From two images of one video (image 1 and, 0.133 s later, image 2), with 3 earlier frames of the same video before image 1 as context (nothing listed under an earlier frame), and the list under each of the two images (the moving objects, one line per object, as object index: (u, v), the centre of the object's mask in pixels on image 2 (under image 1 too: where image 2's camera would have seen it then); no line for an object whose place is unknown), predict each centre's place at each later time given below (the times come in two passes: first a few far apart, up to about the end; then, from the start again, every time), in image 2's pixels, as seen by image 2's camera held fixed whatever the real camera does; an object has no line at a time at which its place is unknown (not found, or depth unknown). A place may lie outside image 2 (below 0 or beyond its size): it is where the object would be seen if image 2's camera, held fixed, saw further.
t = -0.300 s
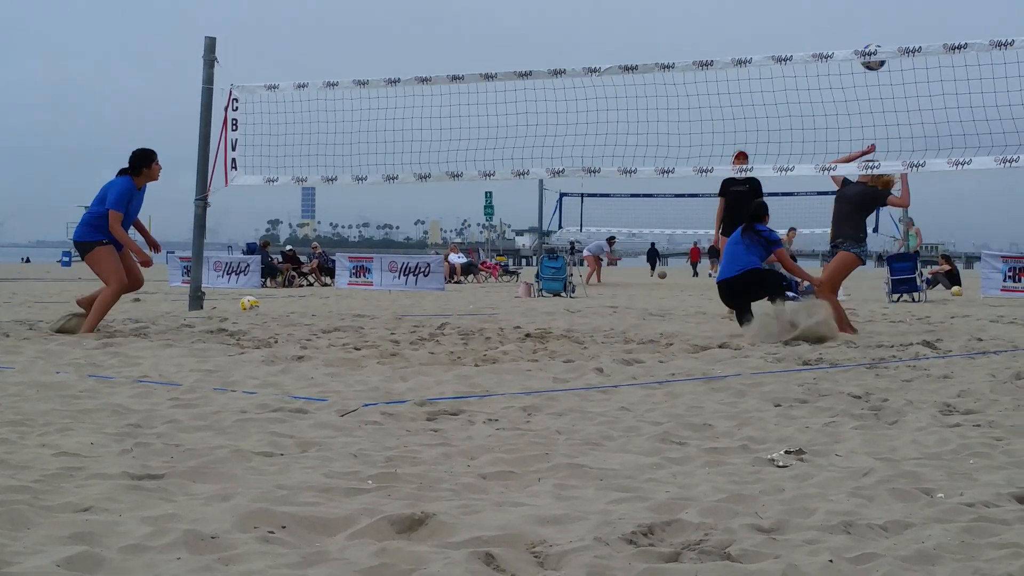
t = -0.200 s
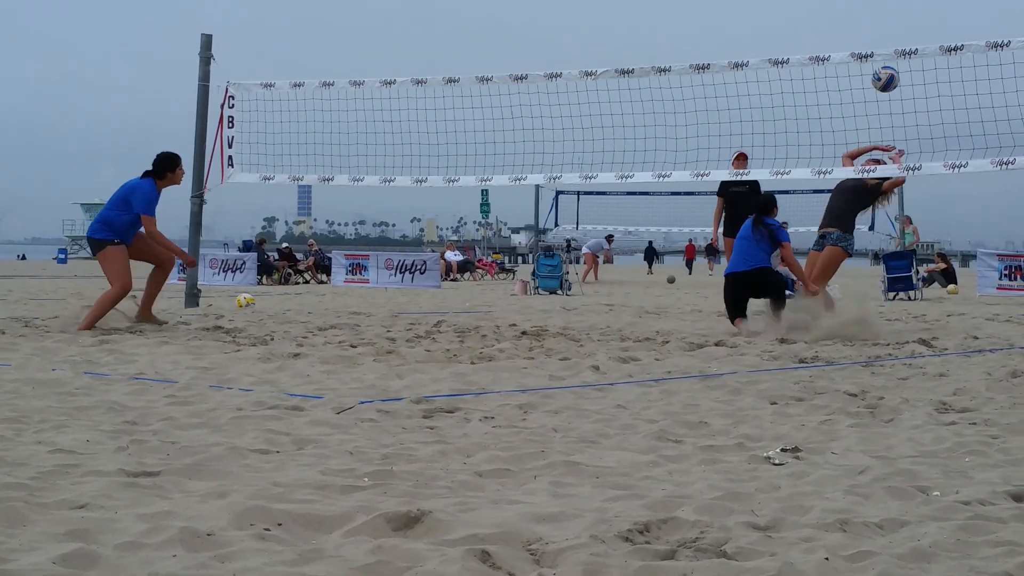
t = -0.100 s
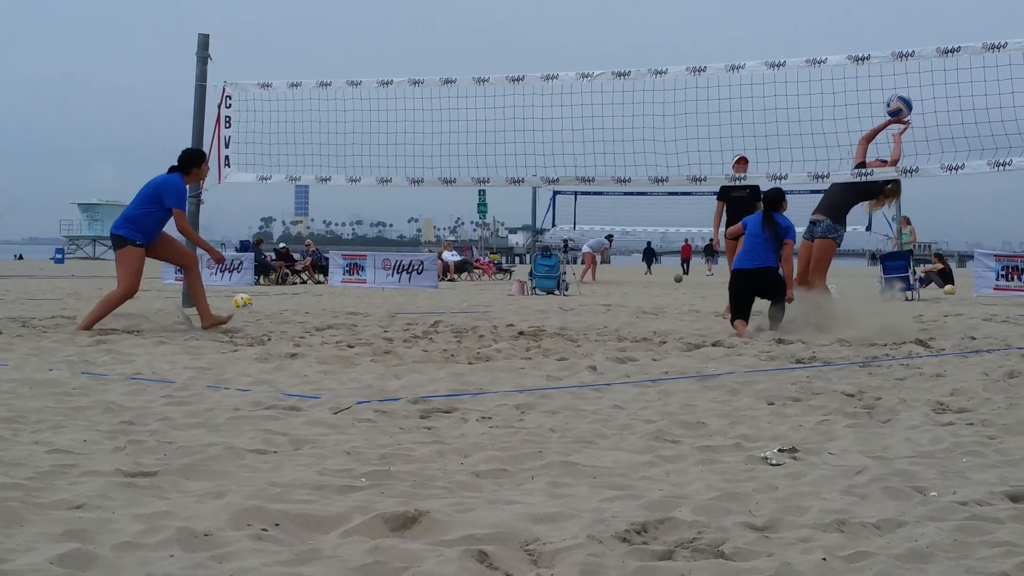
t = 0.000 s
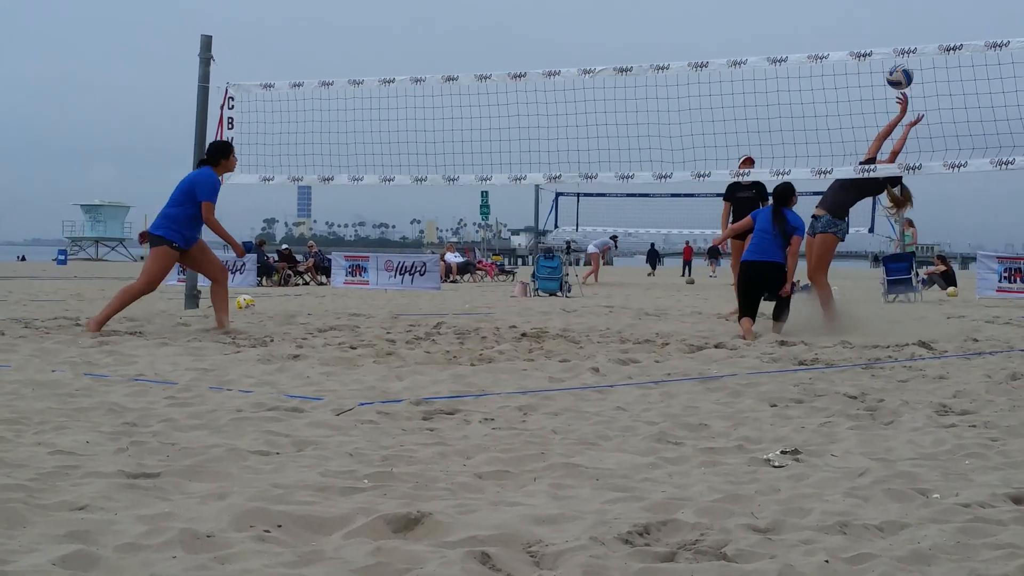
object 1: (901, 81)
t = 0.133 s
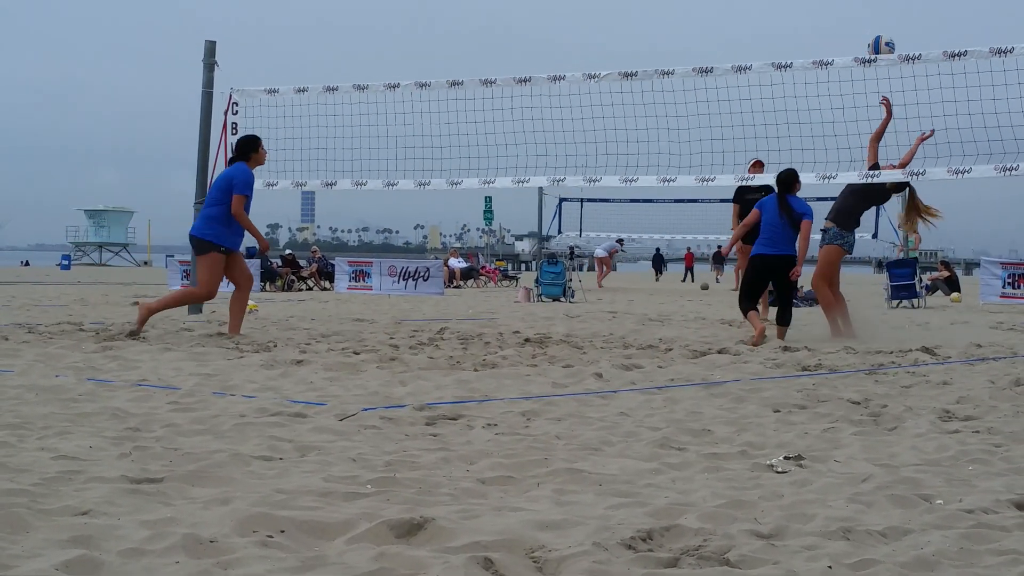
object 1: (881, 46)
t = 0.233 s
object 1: (863, 37)
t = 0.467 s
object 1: (830, 49)
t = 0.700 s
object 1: (833, 82)
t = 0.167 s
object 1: (875, 43)
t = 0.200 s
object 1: (870, 39)
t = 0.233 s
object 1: (863, 37)
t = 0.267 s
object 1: (858, 36)
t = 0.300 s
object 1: (853, 36)
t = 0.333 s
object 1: (847, 37)
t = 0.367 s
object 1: (841, 40)
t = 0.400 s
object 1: (835, 45)
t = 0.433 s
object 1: (830, 49)
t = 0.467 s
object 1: (830, 49)
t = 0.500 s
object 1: (830, 49)
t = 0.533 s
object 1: (832, 50)
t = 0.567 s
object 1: (832, 52)
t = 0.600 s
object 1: (832, 54)
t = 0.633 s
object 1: (832, 57)
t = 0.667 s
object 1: (832, 60)
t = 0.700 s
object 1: (833, 82)
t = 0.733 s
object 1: (833, 86)
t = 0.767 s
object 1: (833, 95)
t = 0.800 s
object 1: (834, 106)
